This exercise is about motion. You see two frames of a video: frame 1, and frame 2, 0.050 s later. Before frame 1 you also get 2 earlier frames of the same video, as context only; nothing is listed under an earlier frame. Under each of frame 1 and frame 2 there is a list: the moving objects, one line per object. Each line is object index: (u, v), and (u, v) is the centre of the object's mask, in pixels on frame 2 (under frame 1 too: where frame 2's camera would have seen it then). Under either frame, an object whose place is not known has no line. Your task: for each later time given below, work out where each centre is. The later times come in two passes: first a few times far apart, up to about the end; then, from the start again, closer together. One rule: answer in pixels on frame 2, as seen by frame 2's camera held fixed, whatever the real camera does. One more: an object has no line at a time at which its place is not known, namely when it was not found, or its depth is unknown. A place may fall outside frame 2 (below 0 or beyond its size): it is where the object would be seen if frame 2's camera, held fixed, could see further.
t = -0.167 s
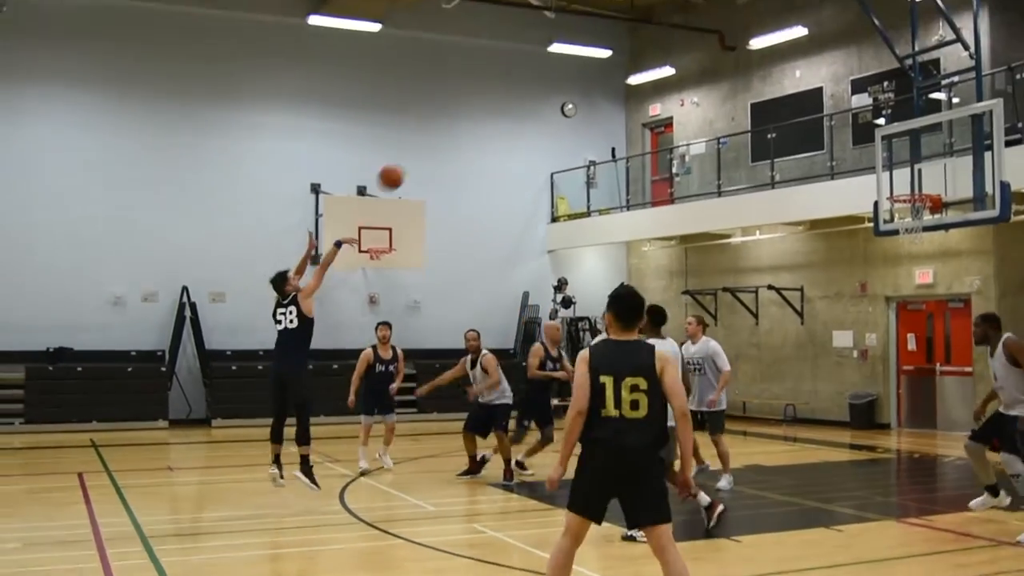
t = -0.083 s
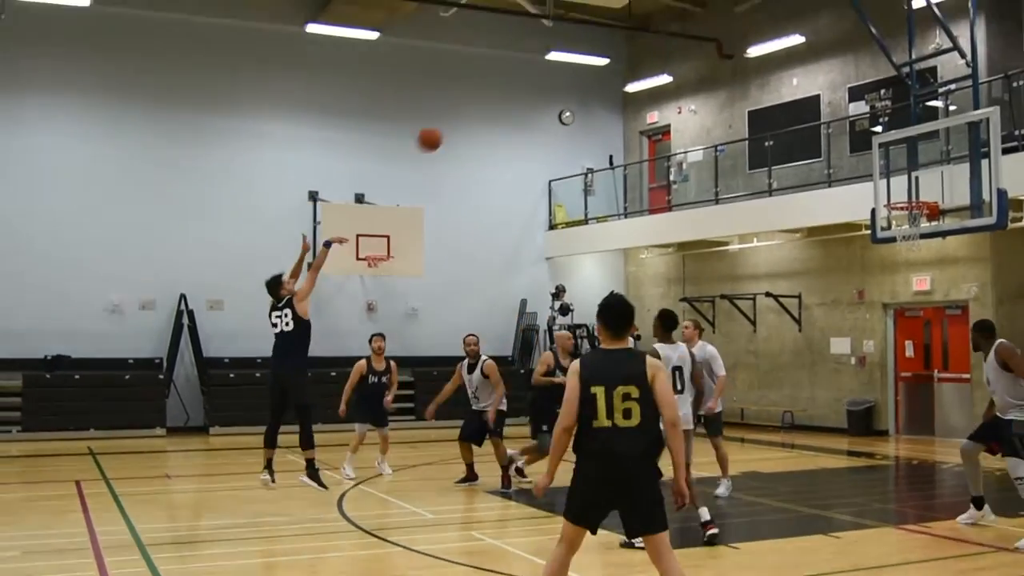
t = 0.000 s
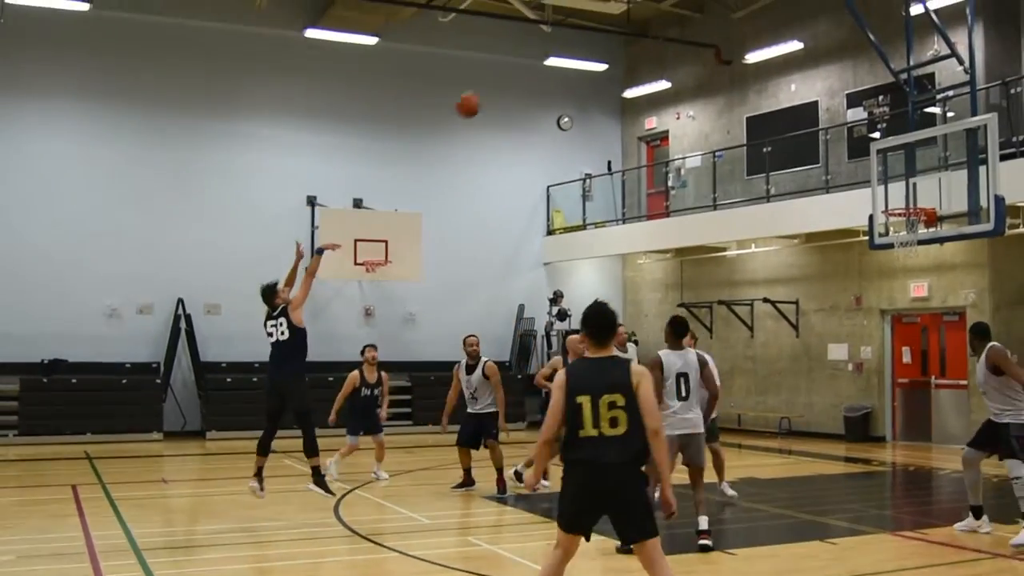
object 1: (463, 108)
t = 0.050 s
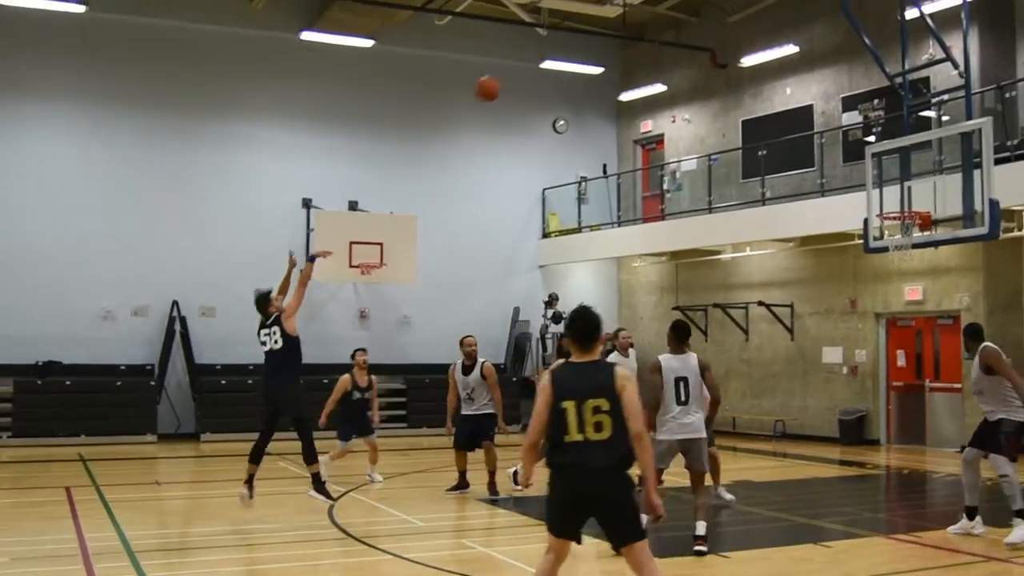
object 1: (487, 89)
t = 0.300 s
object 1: (599, 32)
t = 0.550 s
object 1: (701, 40)
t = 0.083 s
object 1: (503, 78)
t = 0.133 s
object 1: (526, 62)
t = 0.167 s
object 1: (540, 54)
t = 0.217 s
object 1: (563, 43)
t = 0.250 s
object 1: (578, 39)
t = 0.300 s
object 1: (599, 32)
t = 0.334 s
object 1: (613, 29)
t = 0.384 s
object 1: (634, 29)
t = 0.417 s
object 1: (647, 30)
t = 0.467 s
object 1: (667, 31)
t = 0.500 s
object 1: (680, 34)
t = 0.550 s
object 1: (701, 40)
